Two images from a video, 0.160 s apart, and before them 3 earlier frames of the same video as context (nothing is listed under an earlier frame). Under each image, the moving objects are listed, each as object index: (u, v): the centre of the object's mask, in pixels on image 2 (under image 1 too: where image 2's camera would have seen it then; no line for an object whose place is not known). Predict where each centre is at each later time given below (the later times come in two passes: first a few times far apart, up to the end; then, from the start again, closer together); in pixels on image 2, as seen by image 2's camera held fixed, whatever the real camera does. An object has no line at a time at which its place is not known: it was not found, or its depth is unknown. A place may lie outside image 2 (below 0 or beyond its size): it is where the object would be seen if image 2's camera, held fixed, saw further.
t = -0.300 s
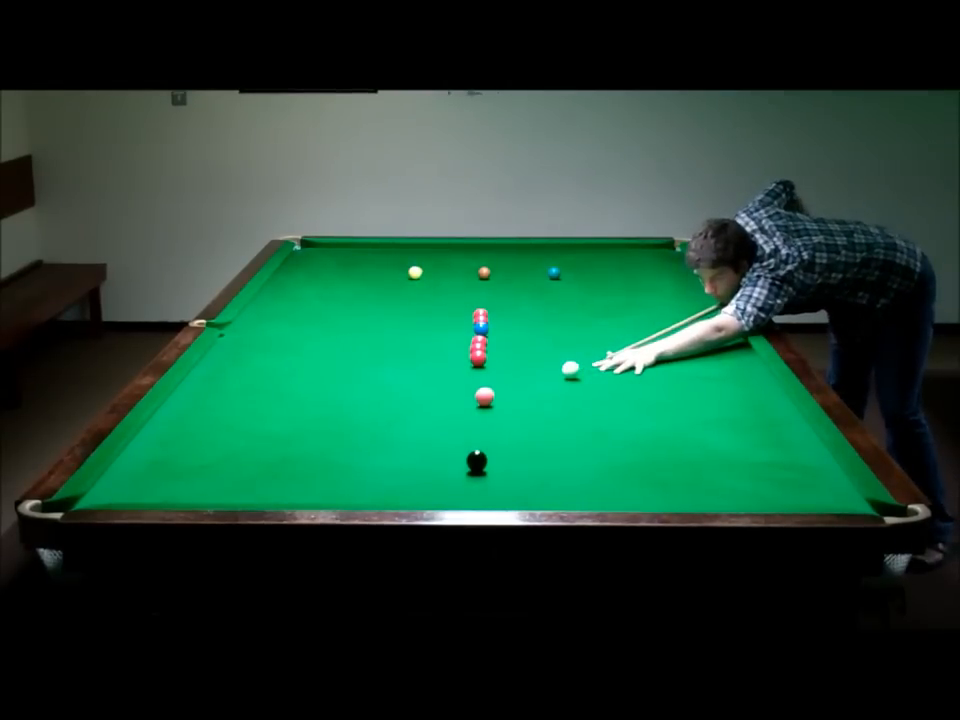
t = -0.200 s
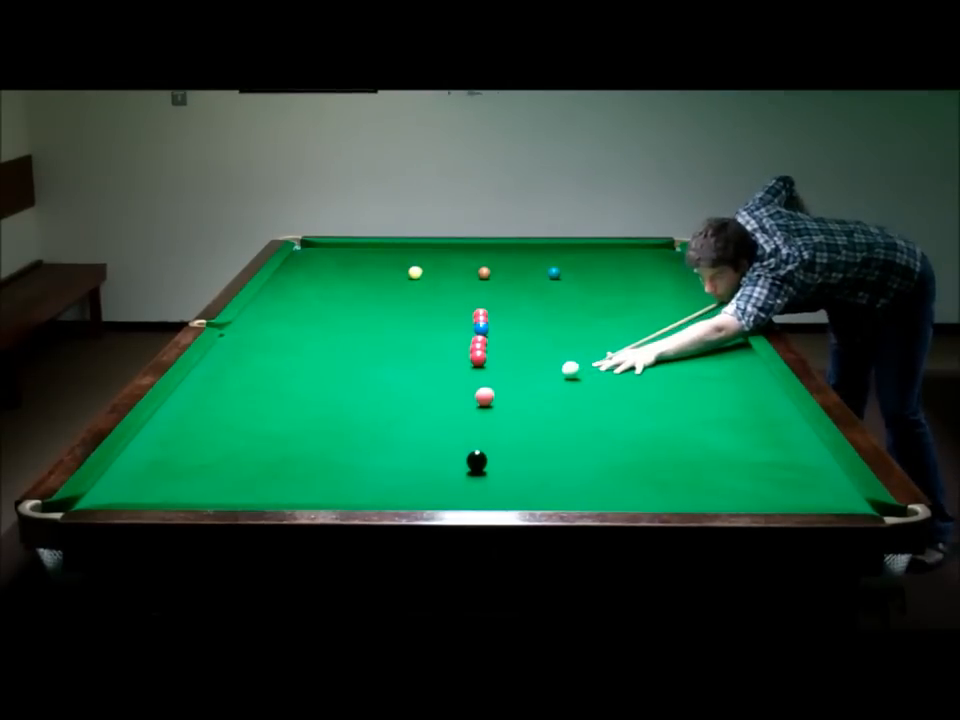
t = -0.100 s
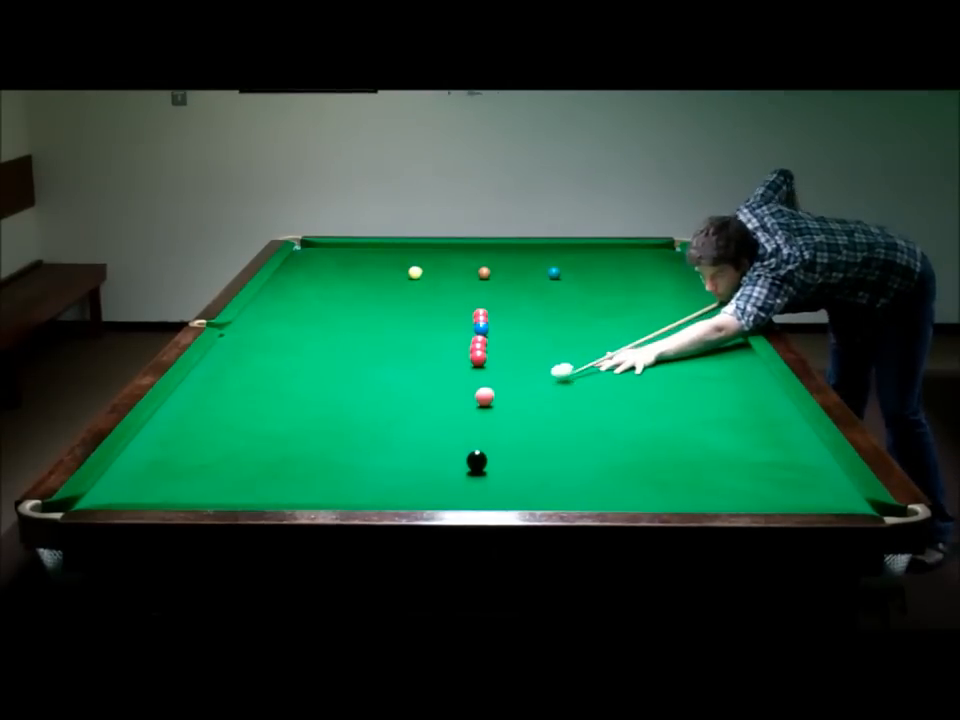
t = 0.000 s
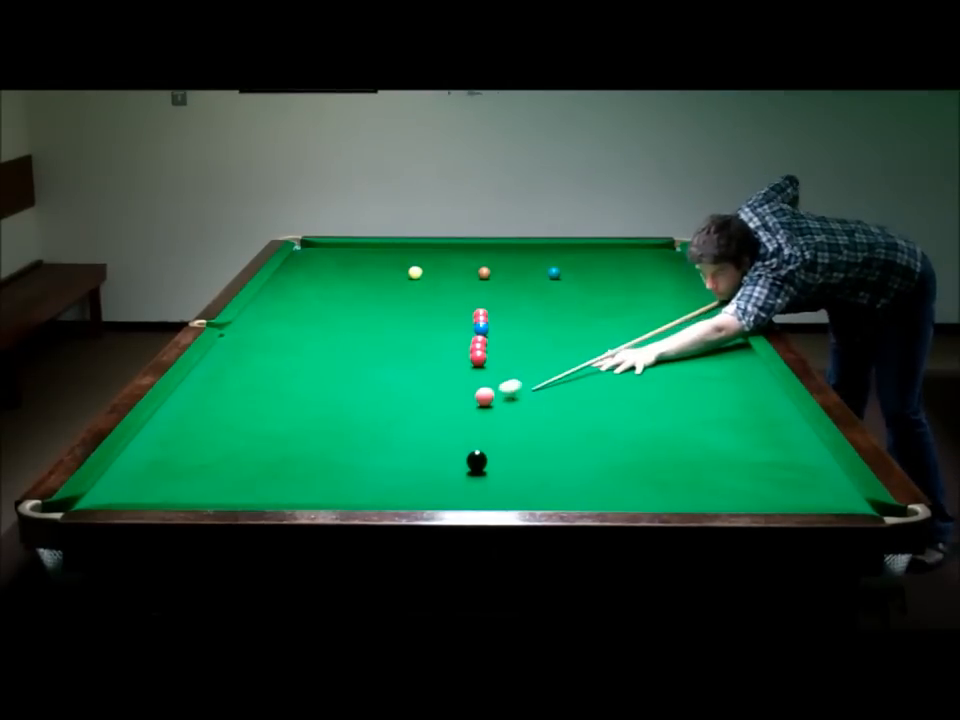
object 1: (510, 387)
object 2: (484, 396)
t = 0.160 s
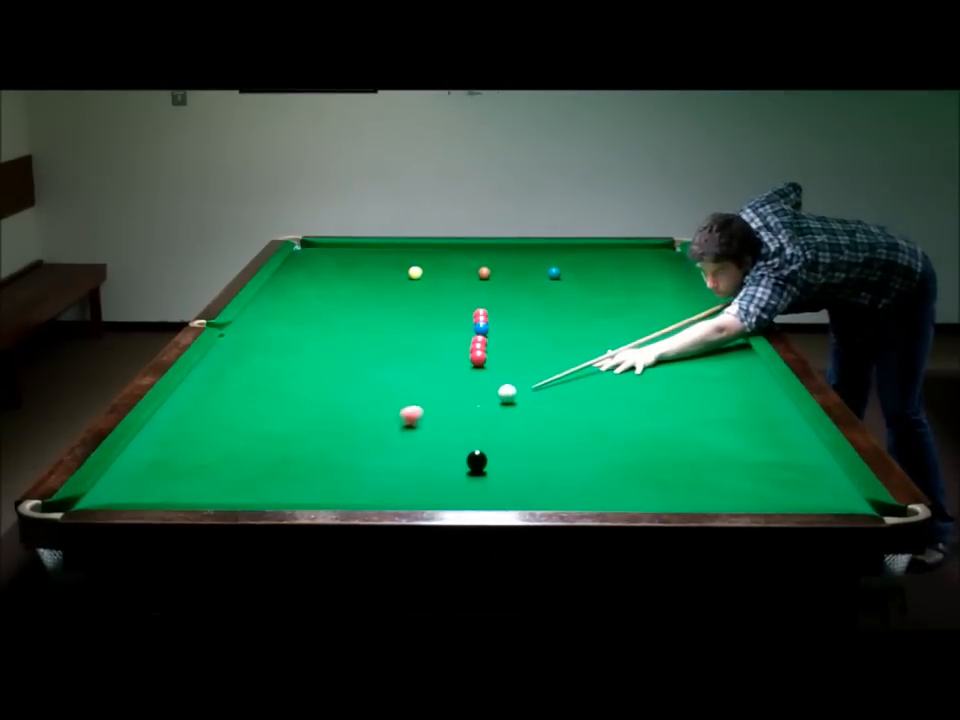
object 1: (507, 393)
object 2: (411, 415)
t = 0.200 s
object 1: (511, 393)
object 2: (390, 420)
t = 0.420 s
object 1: (532, 390)
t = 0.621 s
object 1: (550, 387)
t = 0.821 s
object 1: (567, 385)
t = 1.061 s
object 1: (585, 382)
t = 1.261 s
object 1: (599, 380)
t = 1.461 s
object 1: (612, 379)
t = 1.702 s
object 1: (625, 377)
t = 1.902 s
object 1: (635, 376)
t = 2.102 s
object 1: (643, 375)
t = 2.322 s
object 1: (651, 374)
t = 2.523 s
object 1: (658, 373)
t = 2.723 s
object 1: (663, 373)
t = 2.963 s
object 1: (668, 372)
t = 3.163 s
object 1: (667, 372)
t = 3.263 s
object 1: (672, 372)
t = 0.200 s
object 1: (511, 393)
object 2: (390, 420)
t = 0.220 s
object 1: (513, 392)
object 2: (380, 423)
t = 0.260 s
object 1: (517, 392)
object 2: (360, 428)
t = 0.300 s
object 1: (521, 391)
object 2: (341, 434)
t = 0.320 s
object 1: (523, 391)
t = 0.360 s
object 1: (527, 391)
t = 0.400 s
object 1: (530, 390)
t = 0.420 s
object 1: (532, 390)
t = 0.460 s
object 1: (536, 389)
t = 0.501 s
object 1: (540, 389)
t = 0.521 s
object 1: (541, 388)
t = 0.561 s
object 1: (545, 388)
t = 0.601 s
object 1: (548, 388)
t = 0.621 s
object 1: (550, 387)
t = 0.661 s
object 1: (554, 387)
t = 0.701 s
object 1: (557, 386)
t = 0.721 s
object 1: (559, 386)
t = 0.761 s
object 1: (562, 386)
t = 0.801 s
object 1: (565, 385)
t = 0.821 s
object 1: (567, 385)
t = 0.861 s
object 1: (570, 384)
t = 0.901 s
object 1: (573, 384)
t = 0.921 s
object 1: (575, 383)
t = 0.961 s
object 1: (578, 383)
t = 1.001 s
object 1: (581, 383)
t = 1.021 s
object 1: (582, 382)
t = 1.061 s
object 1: (585, 382)
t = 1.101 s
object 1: (588, 382)
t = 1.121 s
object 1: (589, 382)
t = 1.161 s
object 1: (592, 381)
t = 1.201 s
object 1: (595, 381)
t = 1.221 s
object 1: (596, 381)
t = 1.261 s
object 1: (599, 380)
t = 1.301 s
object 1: (602, 380)
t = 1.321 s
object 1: (603, 380)
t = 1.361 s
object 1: (605, 380)
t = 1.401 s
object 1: (608, 379)
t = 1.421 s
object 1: (609, 379)
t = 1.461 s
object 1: (612, 379)
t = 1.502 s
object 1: (614, 379)
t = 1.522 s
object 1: (615, 379)
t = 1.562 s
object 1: (617, 378)
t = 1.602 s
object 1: (619, 378)
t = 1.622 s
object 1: (620, 378)
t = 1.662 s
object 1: (623, 377)
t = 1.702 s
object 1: (625, 377)
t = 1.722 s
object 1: (626, 377)
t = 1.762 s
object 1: (628, 376)
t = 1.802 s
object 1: (630, 377)
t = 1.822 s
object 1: (631, 376)
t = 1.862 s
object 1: (633, 376)
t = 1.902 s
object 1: (635, 376)
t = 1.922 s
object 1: (636, 376)
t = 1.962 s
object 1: (638, 376)
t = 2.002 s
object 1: (639, 376)
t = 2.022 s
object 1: (640, 375)
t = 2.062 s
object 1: (642, 375)
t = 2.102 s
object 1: (643, 375)
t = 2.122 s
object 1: (644, 375)
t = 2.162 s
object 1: (646, 375)
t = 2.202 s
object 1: (647, 374)
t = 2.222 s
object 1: (648, 374)
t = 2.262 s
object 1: (650, 374)
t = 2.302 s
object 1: (651, 373)
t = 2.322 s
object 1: (651, 374)
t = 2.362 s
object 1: (653, 373)
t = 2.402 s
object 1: (654, 373)
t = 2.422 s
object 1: (655, 373)
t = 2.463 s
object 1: (656, 373)
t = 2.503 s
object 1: (657, 373)
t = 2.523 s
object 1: (658, 373)
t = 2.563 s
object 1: (659, 373)
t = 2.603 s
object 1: (660, 373)
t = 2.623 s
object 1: (661, 373)
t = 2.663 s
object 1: (662, 373)
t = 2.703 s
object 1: (663, 373)
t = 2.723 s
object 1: (663, 373)
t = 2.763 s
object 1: (664, 373)
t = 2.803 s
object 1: (665, 372)
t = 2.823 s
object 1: (666, 372)
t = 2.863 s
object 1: (666, 373)
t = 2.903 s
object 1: (667, 372)
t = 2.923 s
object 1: (667, 372)
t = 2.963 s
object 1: (668, 372)
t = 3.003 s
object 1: (668, 372)
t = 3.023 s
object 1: (669, 372)
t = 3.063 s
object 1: (668, 372)
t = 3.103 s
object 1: (664, 372)
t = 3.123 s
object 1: (665, 372)
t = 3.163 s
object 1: (667, 372)
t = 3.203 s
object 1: (669, 372)
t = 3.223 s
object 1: (670, 371)
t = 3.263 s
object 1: (672, 372)
